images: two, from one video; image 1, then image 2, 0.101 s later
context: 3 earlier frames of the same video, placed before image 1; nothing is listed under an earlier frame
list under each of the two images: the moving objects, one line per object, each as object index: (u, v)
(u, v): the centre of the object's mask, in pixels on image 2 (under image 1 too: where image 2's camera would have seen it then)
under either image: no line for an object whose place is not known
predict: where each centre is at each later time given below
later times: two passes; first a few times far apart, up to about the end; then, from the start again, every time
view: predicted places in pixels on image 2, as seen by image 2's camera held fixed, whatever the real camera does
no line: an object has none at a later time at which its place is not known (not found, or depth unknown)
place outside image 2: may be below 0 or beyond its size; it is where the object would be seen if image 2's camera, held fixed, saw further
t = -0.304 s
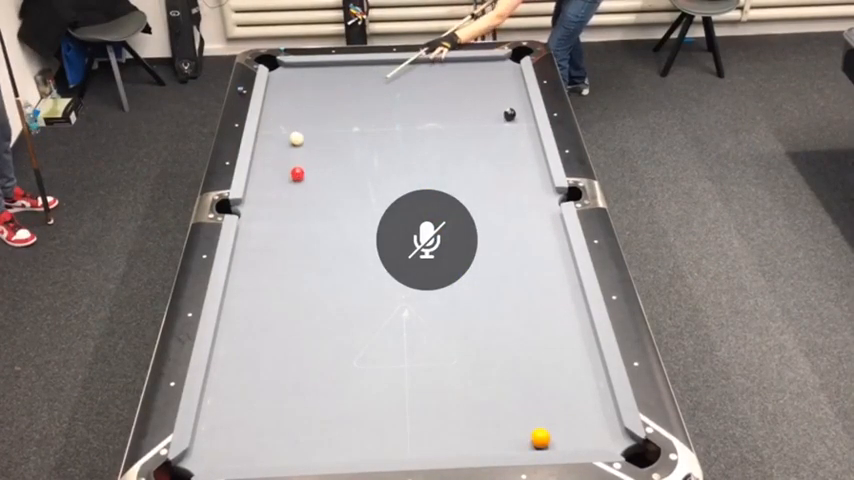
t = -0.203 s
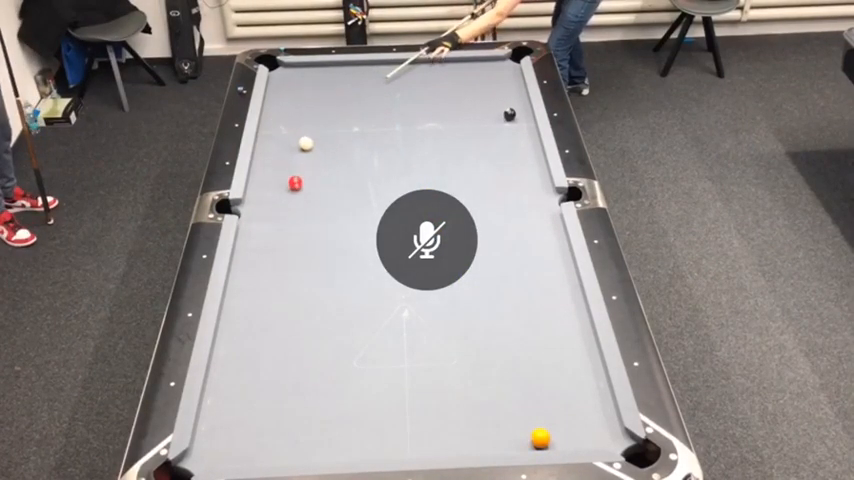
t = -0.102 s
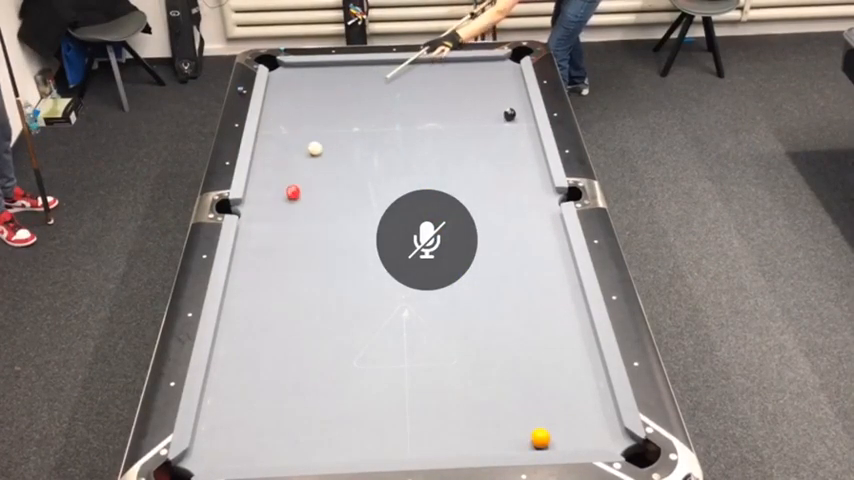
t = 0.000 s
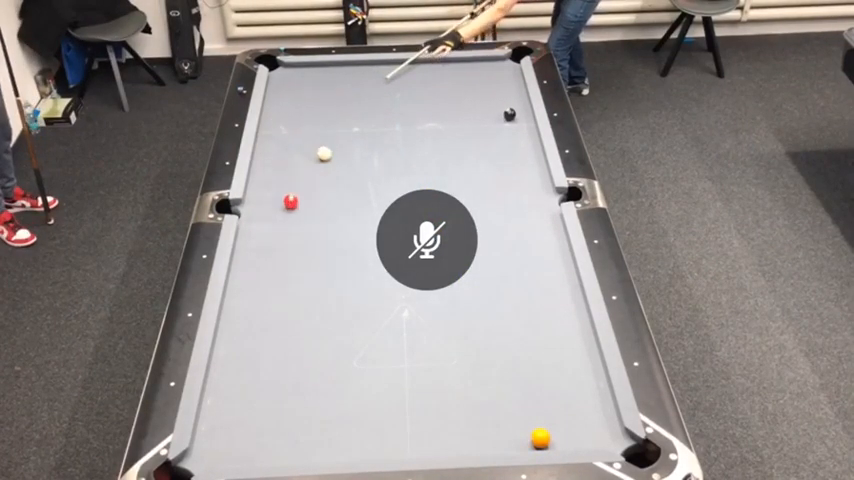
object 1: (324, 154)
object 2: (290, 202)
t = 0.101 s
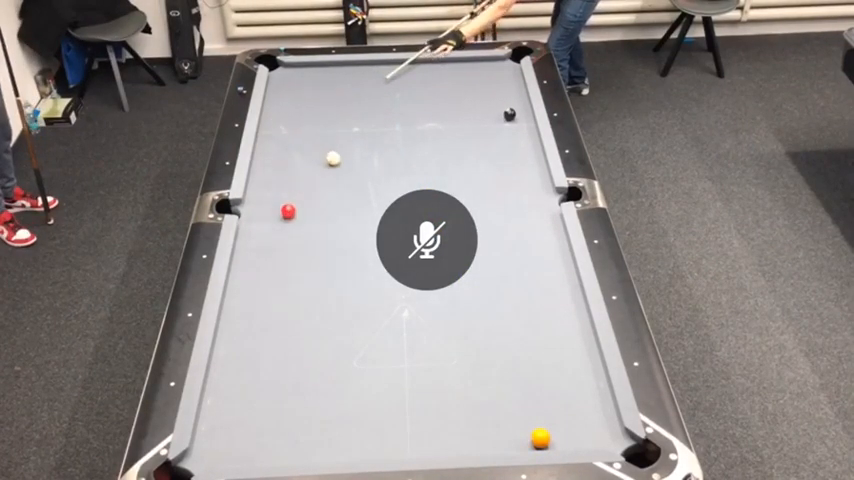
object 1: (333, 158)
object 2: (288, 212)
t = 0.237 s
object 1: (345, 165)
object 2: (284, 225)
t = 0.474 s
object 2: (278, 249)
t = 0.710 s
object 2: (271, 273)
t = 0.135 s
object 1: (336, 160)
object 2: (287, 215)
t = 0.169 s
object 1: (339, 162)
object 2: (286, 218)
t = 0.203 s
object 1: (342, 164)
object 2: (285, 221)
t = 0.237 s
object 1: (345, 165)
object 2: (284, 225)
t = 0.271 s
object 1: (349, 167)
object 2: (283, 228)
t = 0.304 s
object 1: (352, 169)
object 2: (282, 231)
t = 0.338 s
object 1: (355, 170)
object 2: (281, 235)
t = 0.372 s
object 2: (281, 238)
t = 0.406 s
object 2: (280, 241)
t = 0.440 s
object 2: (279, 245)
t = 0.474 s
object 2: (278, 249)
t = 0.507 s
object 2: (277, 252)
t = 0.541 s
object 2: (276, 255)
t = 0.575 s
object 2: (275, 259)
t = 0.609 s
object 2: (274, 262)
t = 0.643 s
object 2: (273, 266)
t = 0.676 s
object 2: (272, 269)
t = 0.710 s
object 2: (271, 273)
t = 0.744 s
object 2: (270, 277)
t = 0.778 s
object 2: (269, 280)
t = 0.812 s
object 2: (268, 284)
